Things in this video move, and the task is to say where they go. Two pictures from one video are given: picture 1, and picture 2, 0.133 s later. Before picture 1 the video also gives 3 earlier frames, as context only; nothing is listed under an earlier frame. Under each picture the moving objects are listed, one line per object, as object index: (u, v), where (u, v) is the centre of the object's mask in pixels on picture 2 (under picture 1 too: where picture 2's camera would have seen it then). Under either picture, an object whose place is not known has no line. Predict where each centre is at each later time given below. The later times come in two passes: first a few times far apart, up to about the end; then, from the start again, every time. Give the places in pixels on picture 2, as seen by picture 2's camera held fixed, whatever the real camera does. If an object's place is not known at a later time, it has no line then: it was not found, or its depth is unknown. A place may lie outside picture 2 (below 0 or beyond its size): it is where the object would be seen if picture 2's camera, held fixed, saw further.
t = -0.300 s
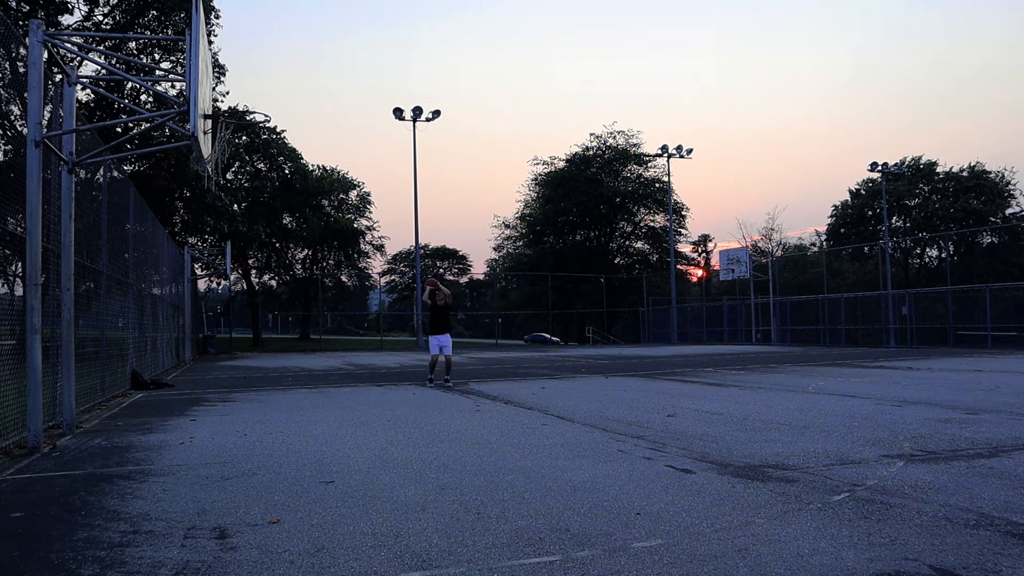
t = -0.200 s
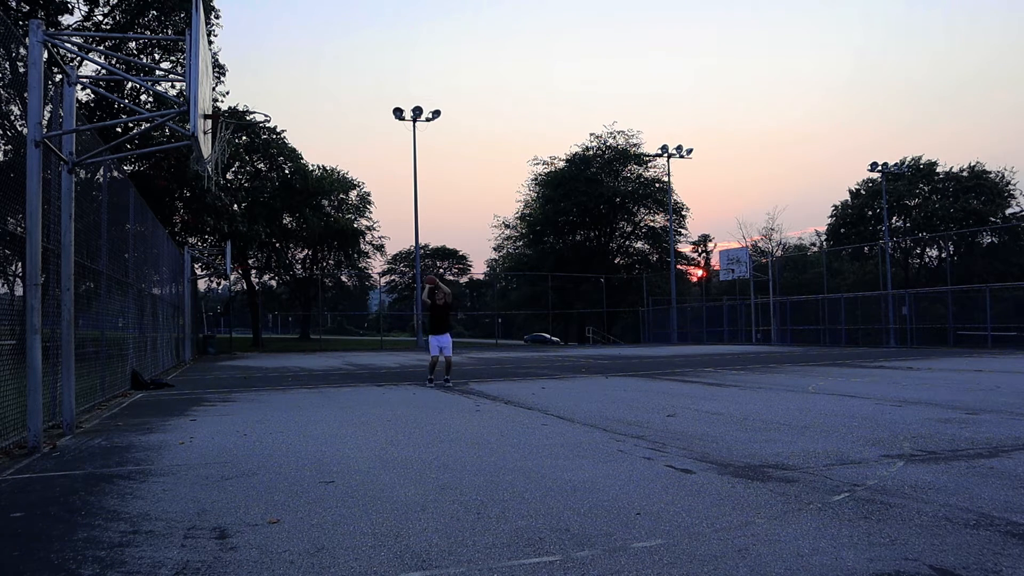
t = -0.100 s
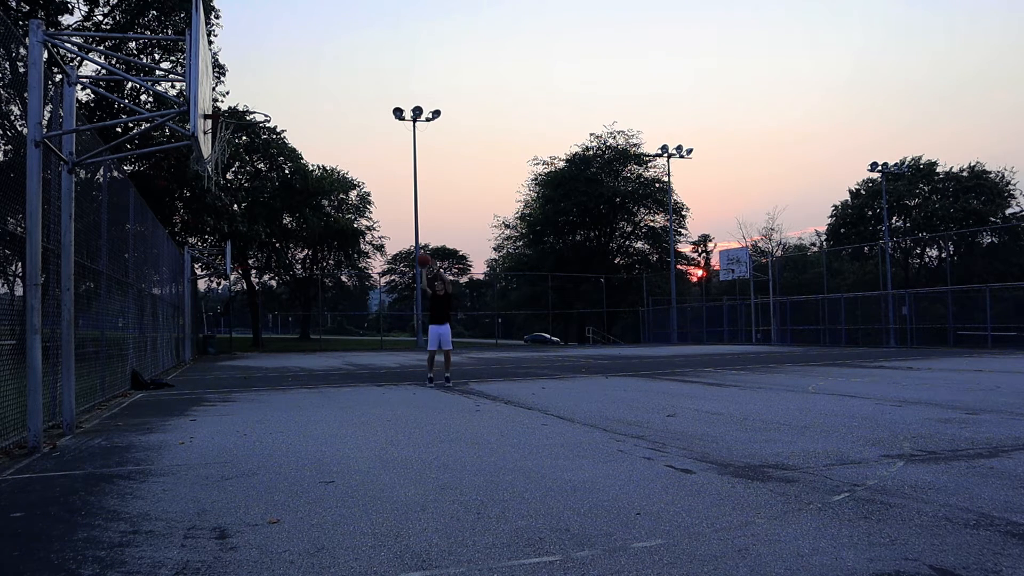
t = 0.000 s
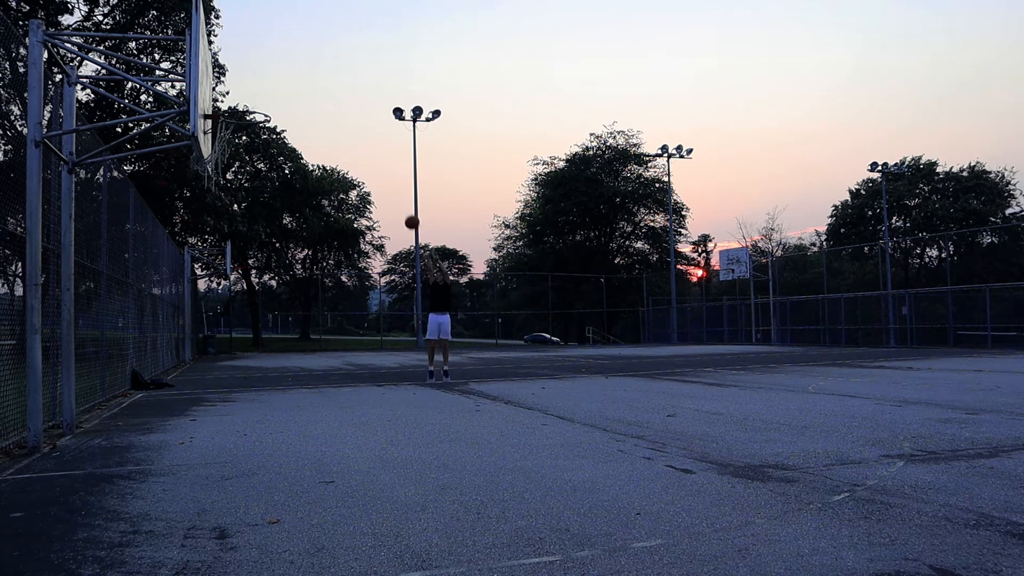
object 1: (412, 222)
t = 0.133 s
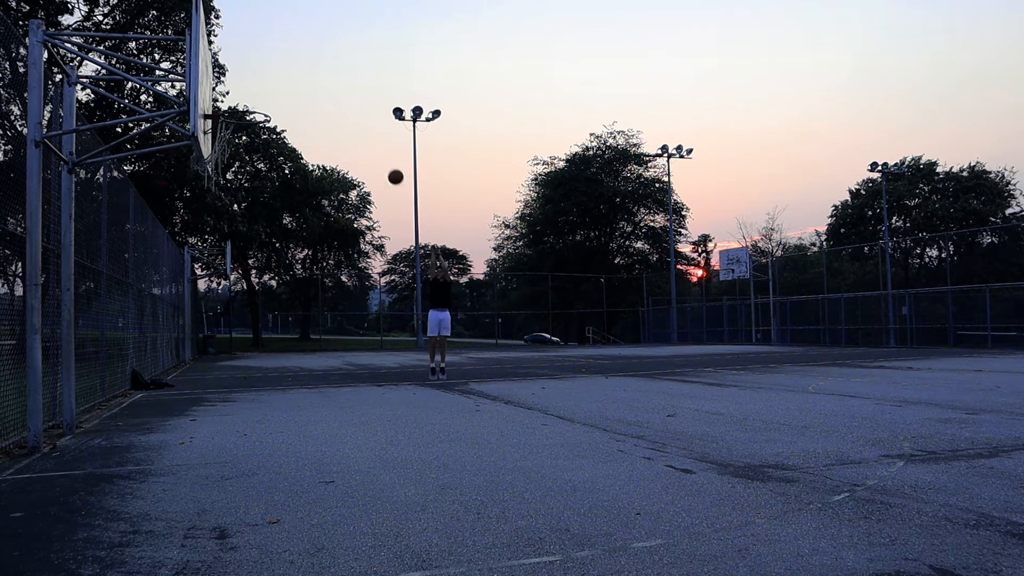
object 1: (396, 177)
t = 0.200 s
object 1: (387, 157)
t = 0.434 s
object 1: (354, 104)
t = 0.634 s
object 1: (320, 84)
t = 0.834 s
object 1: (279, 97)
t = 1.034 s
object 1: (247, 68)
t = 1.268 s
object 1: (221, 11)
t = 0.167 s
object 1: (391, 166)
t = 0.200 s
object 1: (387, 157)
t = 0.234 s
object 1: (382, 148)
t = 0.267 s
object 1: (378, 139)
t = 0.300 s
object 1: (373, 131)
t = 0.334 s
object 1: (369, 123)
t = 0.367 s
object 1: (364, 116)
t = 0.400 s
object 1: (359, 110)
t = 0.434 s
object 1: (354, 104)
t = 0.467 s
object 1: (349, 99)
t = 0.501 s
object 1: (343, 95)
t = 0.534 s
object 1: (338, 91)
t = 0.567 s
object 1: (332, 88)
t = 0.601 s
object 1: (326, 86)
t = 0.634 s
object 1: (320, 84)
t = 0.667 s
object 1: (314, 84)
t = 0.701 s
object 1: (308, 84)
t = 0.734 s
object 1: (301, 86)
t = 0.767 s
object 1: (294, 88)
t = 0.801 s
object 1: (286, 92)
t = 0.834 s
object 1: (279, 97)
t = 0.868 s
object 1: (271, 103)
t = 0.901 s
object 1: (263, 110)
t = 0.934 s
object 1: (258, 107)
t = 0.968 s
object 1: (254, 93)
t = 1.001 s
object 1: (250, 80)
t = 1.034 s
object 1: (247, 68)
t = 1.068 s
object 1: (243, 57)
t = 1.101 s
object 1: (240, 47)
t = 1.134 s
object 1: (236, 37)
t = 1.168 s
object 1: (232, 29)
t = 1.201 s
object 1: (228, 22)
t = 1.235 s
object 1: (225, 15)
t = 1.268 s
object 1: (221, 11)
